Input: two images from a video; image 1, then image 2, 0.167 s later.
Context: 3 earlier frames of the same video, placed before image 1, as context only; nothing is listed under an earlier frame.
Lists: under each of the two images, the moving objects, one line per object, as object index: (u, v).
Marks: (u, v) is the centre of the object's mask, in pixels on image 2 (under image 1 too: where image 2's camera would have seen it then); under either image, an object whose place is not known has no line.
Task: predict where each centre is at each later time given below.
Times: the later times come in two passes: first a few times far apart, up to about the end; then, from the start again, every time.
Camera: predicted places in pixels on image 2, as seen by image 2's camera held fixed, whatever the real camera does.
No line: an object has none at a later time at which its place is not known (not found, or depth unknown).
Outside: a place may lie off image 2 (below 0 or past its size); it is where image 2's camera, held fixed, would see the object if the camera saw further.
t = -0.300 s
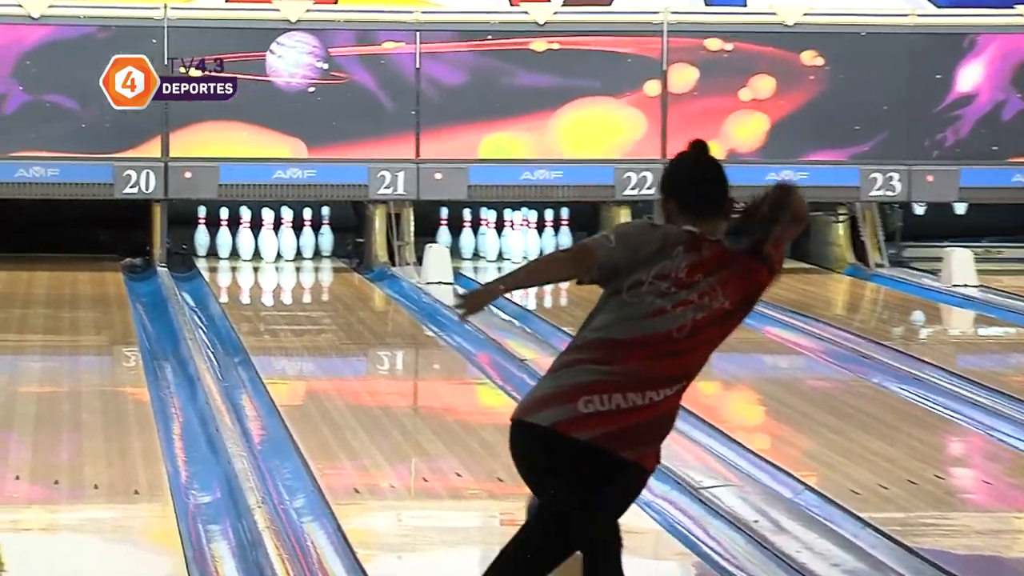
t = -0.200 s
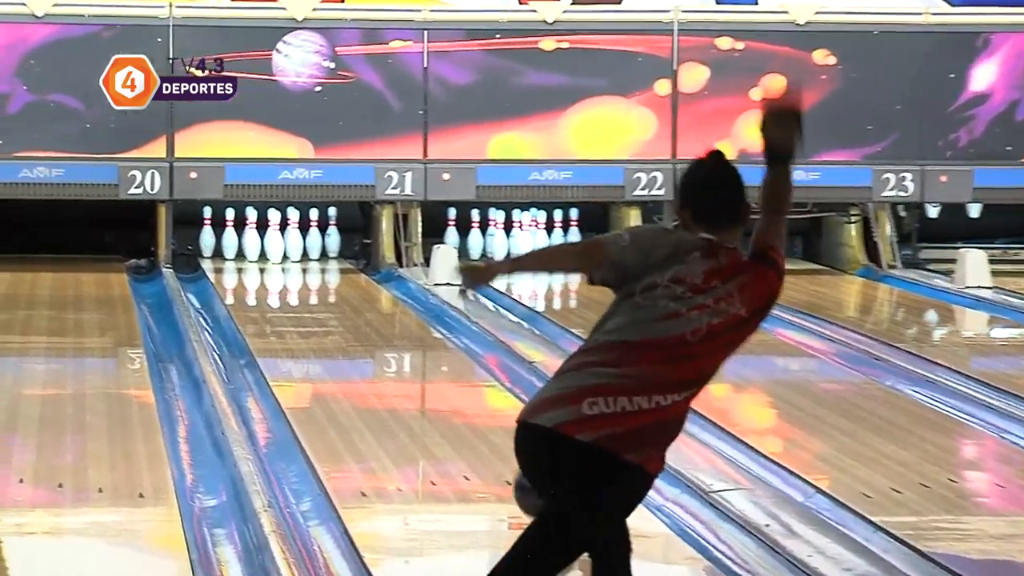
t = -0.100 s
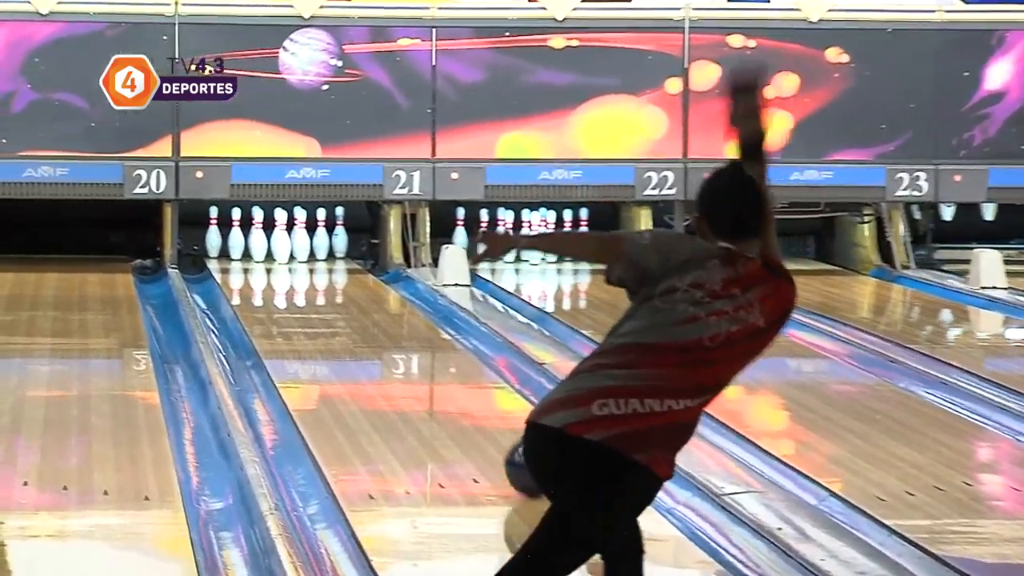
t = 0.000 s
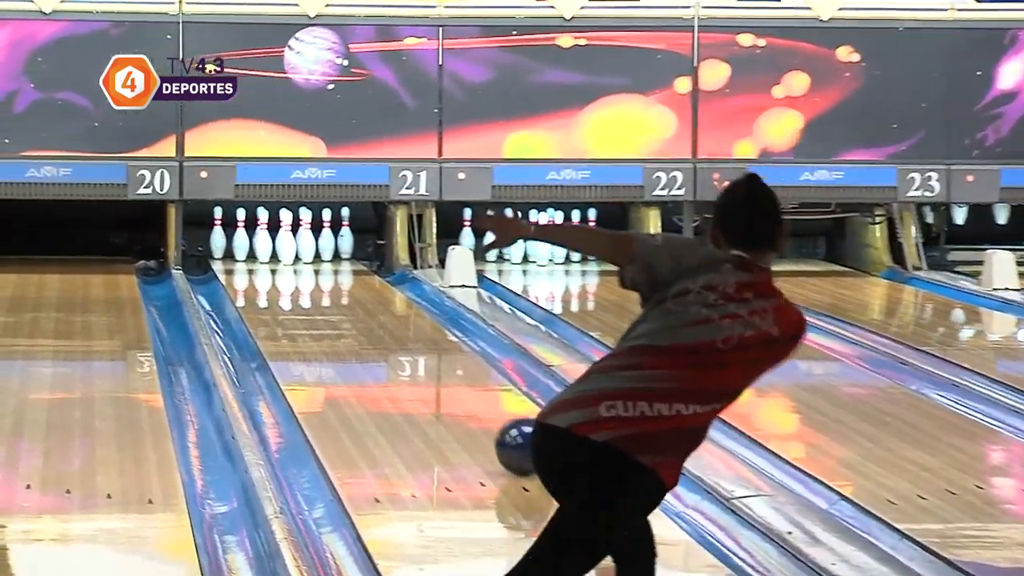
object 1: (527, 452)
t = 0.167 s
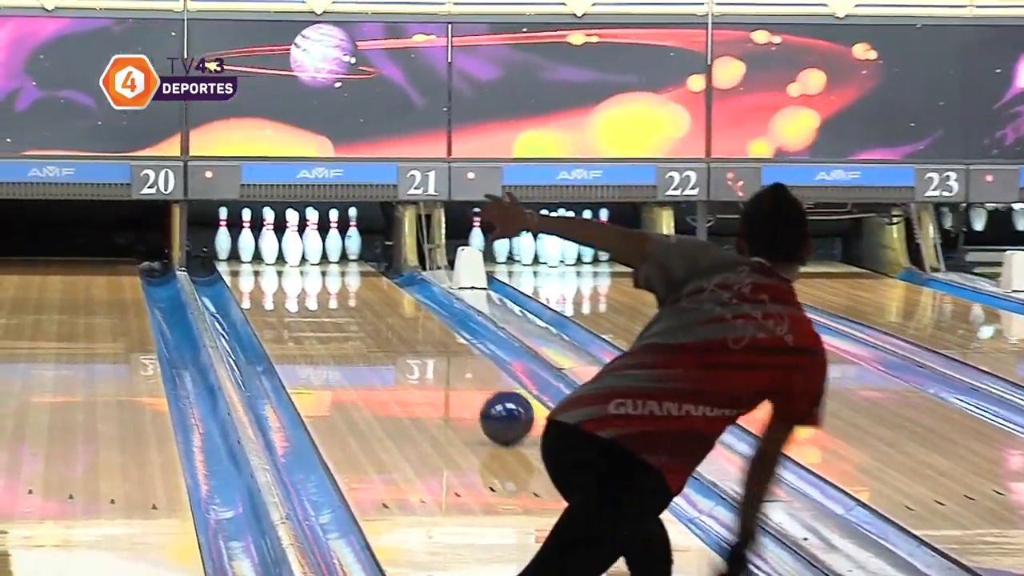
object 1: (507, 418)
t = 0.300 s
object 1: (488, 395)
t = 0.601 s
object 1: (451, 352)
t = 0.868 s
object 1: (422, 323)
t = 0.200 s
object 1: (502, 412)
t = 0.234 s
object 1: (497, 406)
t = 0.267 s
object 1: (492, 401)
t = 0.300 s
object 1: (488, 395)
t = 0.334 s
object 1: (483, 390)
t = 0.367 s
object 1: (479, 384)
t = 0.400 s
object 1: (475, 379)
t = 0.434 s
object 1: (471, 375)
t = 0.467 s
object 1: (466, 370)
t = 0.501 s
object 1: (462, 365)
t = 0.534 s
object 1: (458, 360)
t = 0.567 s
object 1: (455, 356)
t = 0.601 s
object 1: (451, 352)
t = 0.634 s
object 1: (447, 348)
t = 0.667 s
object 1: (444, 344)
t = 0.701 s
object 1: (440, 340)
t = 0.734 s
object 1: (436, 337)
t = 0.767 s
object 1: (433, 333)
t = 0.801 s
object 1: (429, 330)
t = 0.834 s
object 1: (426, 326)
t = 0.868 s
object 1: (422, 323)
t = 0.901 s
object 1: (418, 320)
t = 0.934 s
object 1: (415, 317)
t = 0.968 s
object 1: (411, 314)
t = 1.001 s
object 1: (407, 311)
